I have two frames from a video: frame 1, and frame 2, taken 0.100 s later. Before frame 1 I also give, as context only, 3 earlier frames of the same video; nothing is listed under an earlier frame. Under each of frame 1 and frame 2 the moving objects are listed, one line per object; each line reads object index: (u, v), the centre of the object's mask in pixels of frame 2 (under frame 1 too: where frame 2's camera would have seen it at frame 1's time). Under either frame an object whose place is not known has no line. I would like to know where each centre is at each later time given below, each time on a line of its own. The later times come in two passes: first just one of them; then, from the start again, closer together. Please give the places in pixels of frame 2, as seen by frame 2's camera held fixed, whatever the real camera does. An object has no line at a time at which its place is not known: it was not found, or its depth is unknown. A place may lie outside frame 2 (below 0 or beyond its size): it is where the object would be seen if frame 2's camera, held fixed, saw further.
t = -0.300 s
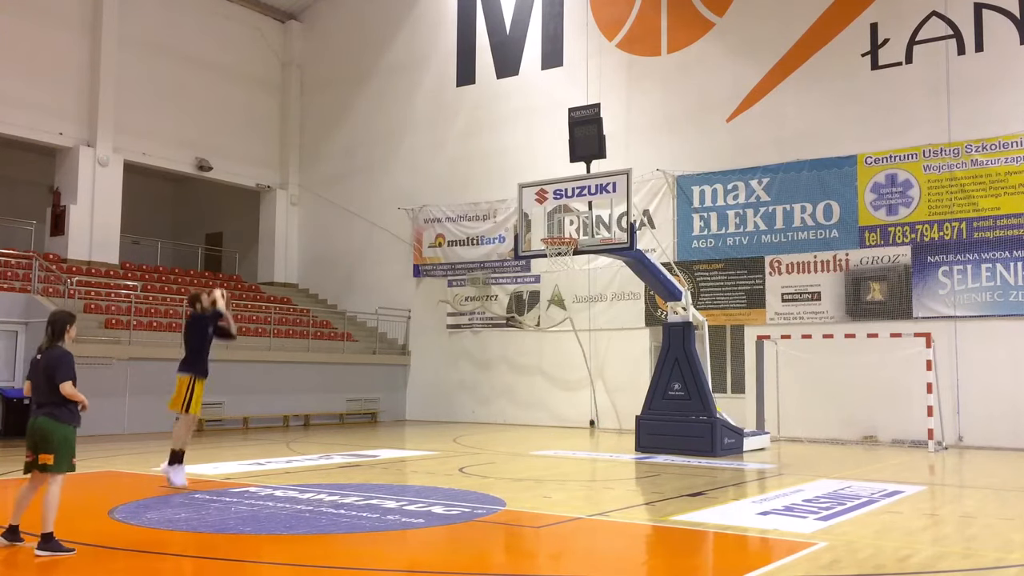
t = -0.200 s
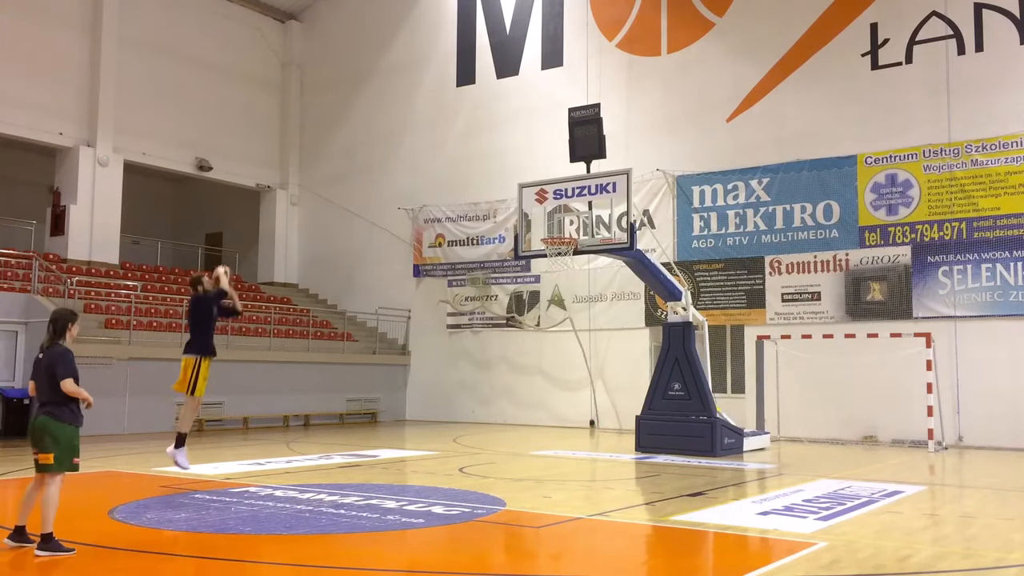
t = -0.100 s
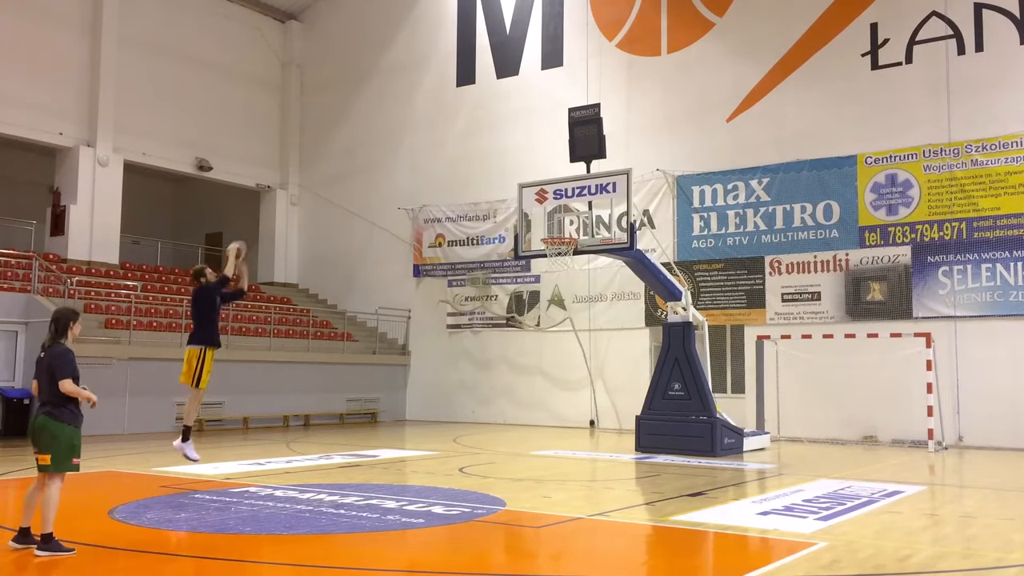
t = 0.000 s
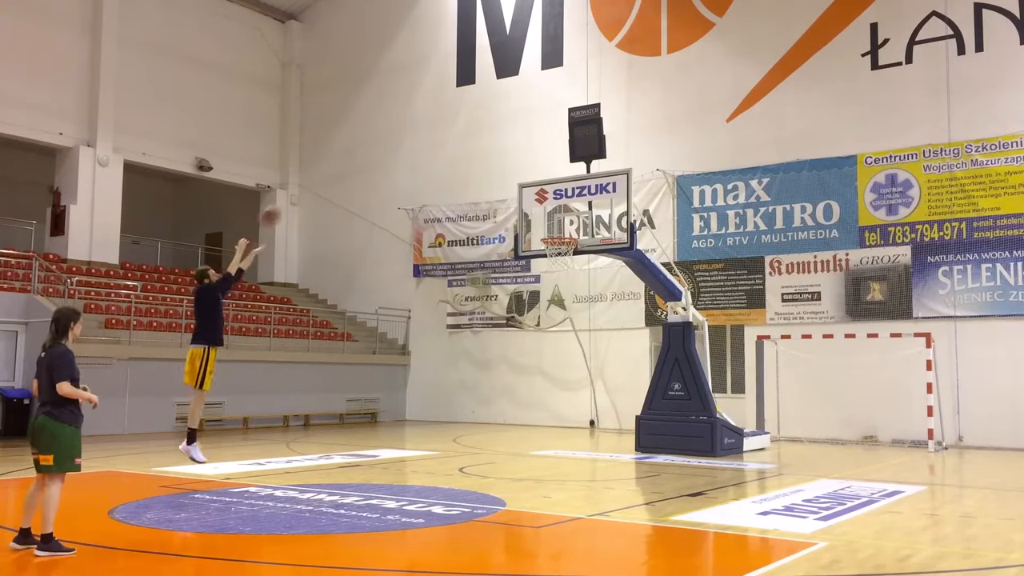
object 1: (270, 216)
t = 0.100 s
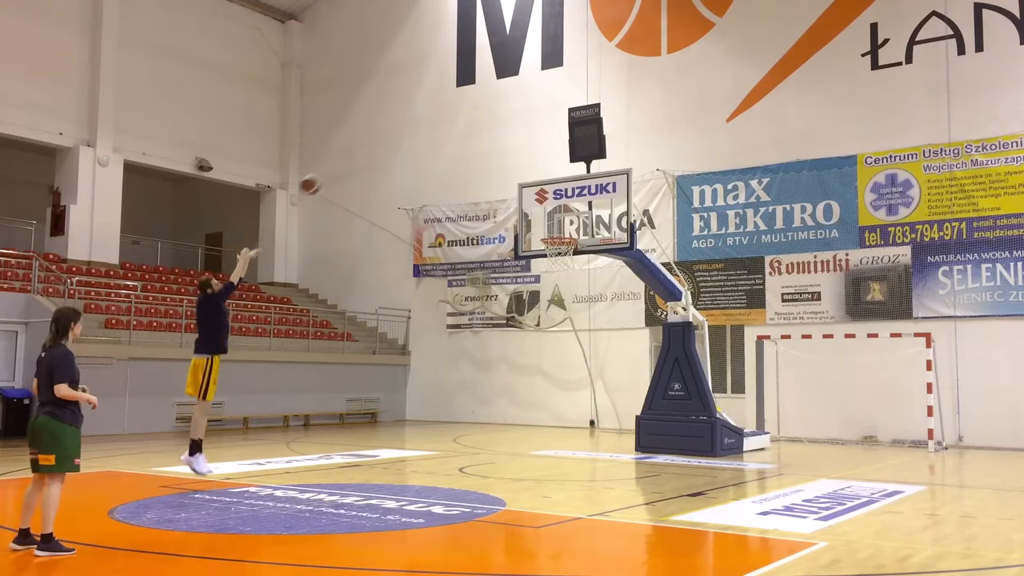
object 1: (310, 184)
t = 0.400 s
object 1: (414, 145)
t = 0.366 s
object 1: (403, 146)
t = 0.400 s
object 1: (414, 145)
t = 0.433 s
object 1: (424, 145)
